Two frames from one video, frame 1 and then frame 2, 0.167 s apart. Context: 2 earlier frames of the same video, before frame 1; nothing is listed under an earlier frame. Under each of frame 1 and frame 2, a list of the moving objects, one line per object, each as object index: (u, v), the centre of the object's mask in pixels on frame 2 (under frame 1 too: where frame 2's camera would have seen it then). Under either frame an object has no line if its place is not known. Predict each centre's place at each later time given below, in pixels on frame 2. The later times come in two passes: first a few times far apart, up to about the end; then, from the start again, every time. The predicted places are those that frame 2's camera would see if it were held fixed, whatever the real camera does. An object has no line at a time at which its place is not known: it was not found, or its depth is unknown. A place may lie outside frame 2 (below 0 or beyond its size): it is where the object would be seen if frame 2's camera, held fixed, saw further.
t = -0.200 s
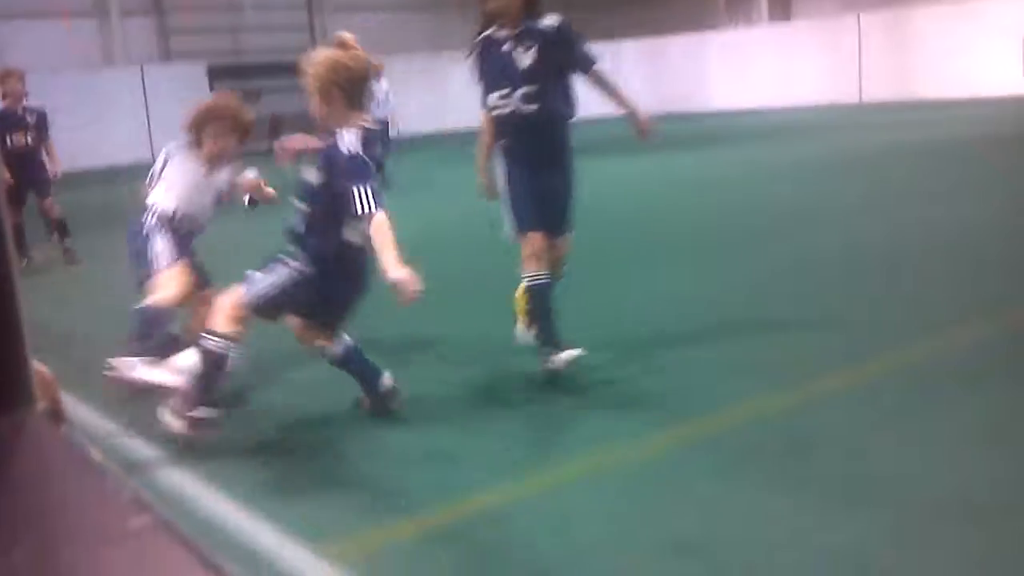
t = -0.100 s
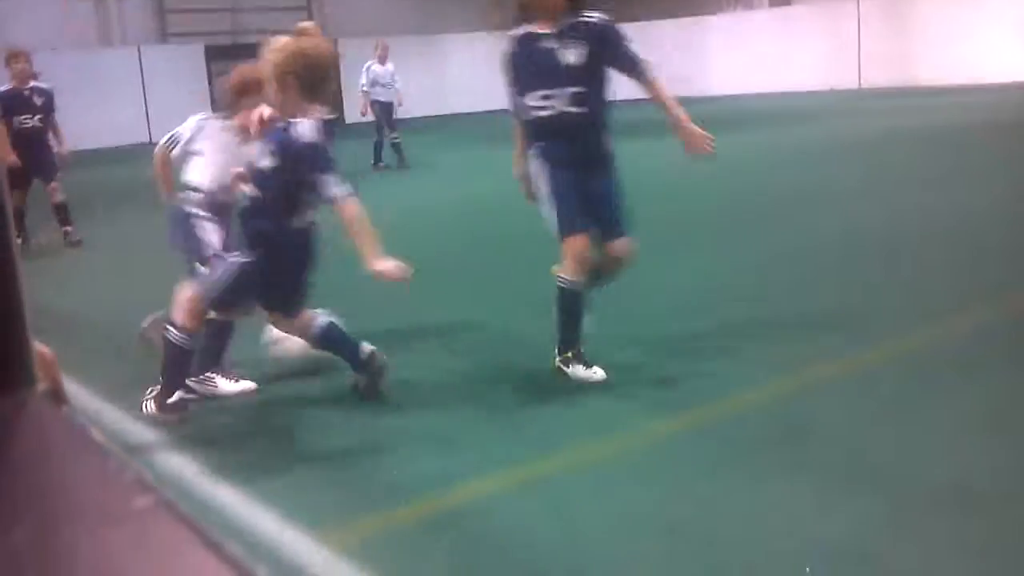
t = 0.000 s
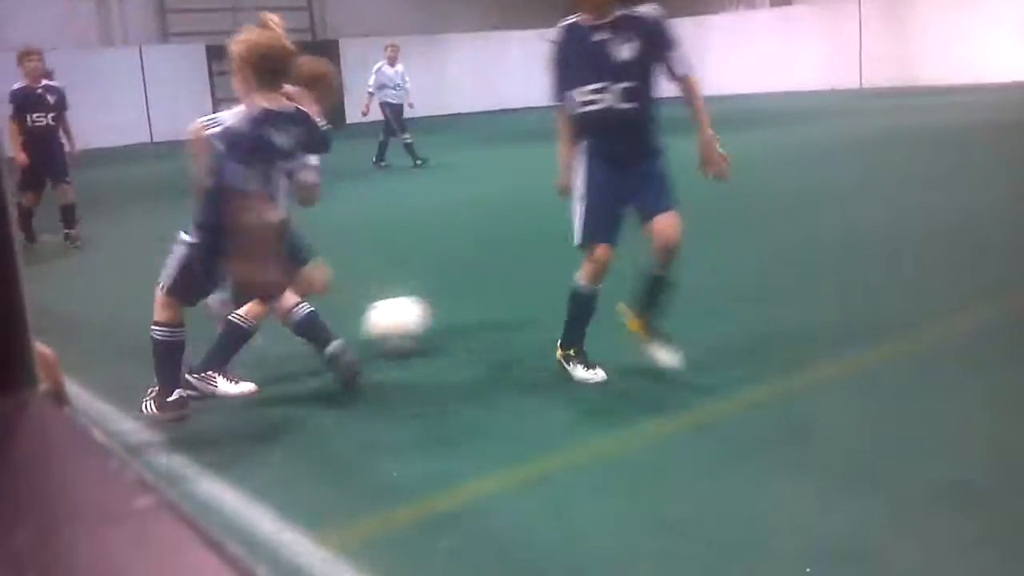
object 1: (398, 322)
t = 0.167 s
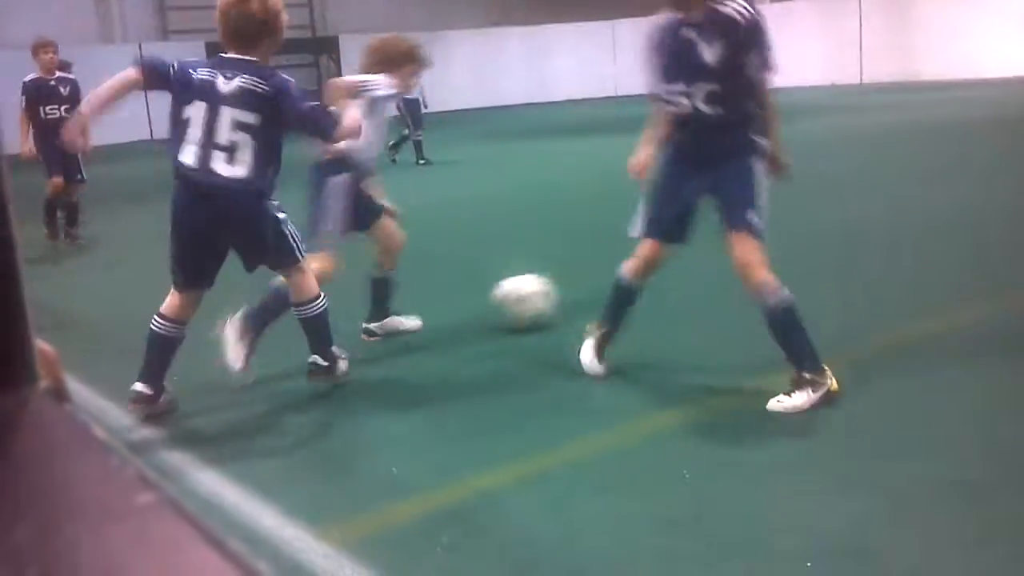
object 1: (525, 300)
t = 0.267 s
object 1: (592, 291)
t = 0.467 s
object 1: (712, 272)
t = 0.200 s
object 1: (548, 298)
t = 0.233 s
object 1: (570, 295)
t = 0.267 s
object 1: (592, 291)
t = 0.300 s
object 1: (613, 289)
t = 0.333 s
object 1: (632, 285)
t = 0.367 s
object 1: (652, 282)
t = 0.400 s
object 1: (674, 278)
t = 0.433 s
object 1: (694, 275)
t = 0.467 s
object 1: (712, 272)
